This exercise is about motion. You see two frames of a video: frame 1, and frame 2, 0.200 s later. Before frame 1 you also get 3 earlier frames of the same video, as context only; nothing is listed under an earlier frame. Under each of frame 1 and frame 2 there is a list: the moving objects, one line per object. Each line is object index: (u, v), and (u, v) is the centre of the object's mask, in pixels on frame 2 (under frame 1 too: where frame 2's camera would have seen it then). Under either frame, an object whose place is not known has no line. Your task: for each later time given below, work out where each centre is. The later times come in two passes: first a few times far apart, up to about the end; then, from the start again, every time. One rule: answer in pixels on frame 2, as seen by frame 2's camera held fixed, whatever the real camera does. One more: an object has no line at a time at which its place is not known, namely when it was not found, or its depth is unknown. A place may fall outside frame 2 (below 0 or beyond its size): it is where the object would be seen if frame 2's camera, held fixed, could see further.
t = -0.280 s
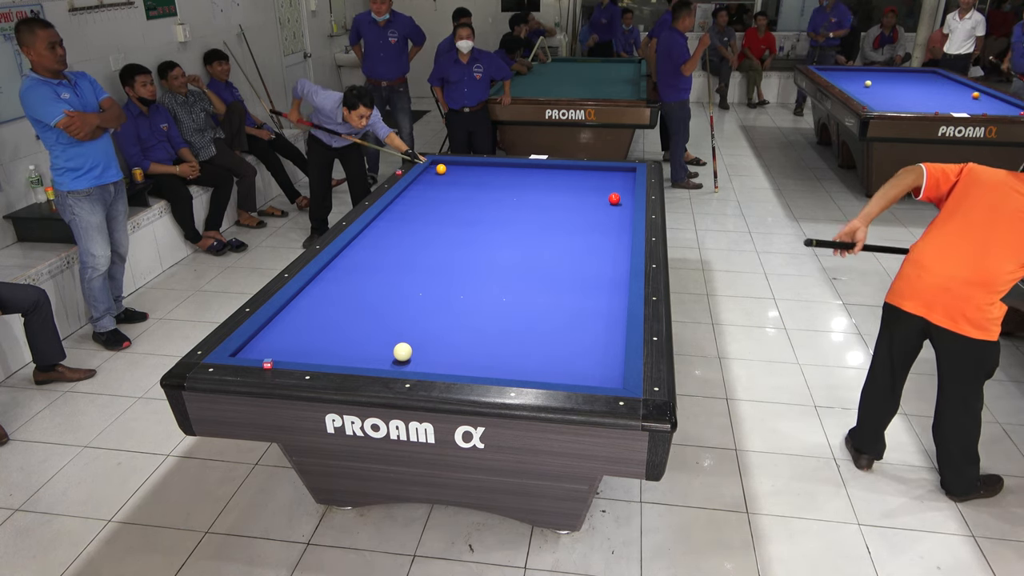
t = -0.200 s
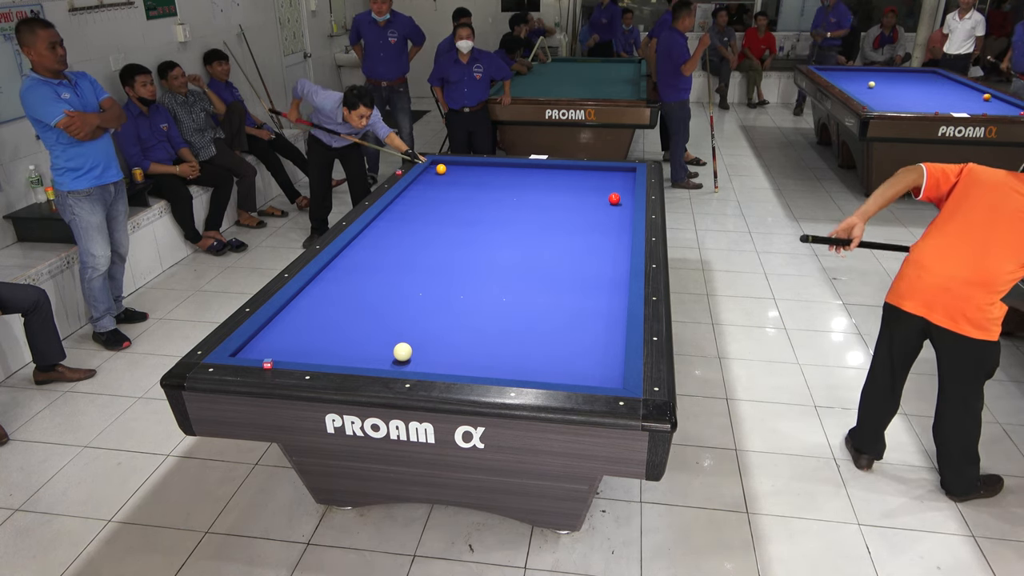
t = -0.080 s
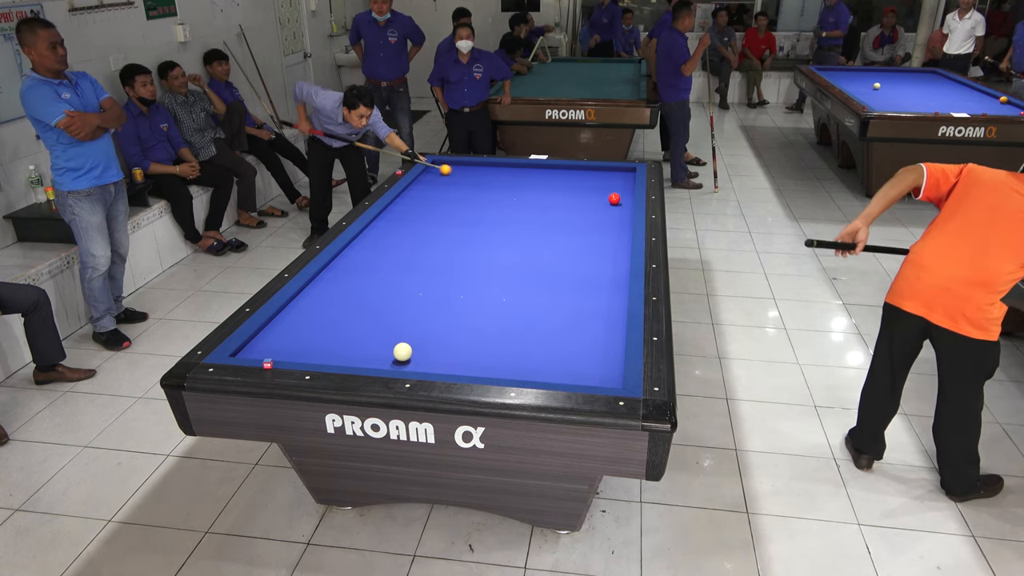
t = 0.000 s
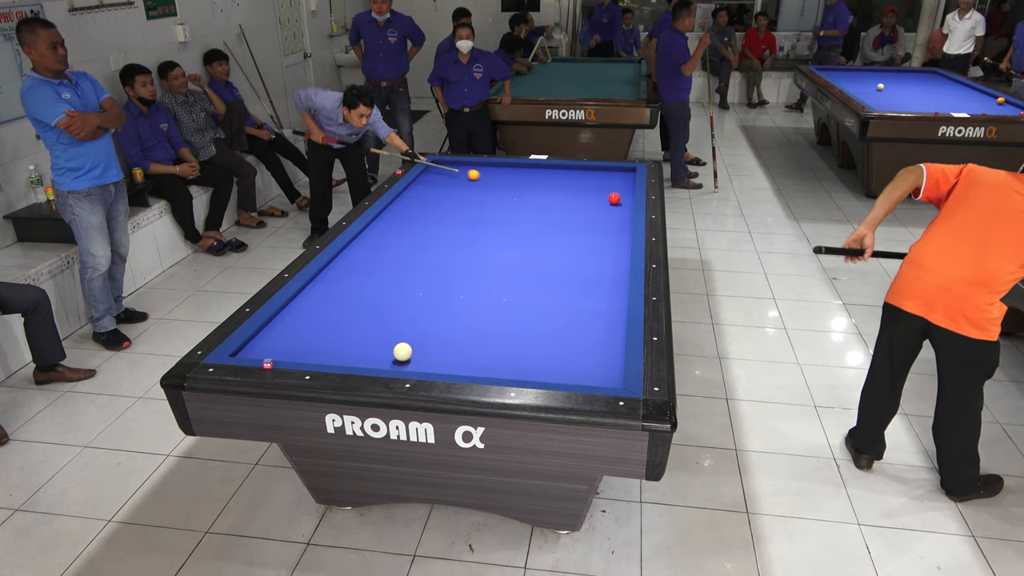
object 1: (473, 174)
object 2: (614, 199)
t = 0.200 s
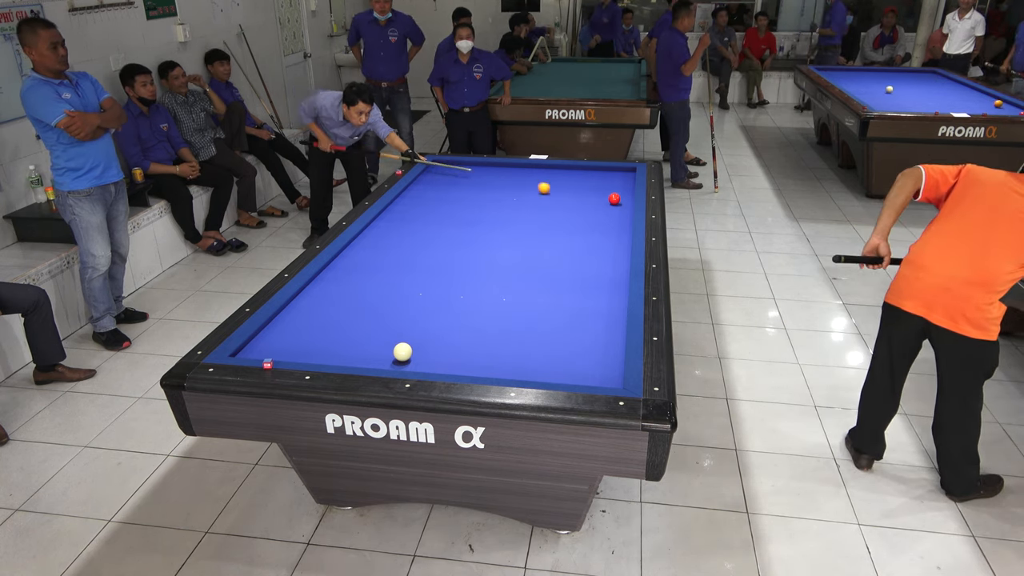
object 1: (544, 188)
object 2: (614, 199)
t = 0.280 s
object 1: (573, 194)
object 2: (614, 199)
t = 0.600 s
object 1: (620, 222)
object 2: (597, 195)
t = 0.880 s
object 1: (586, 246)
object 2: (557, 190)
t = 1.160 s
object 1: (555, 274)
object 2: (521, 186)
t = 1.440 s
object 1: (517, 308)
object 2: (486, 182)
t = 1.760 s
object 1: (463, 357)
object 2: (448, 178)
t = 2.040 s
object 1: (426, 345)
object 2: (427, 174)
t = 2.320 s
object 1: (398, 319)
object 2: (447, 175)
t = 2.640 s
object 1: (370, 294)
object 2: (466, 175)
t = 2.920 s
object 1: (350, 276)
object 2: (483, 175)
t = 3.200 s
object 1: (340, 260)
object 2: (499, 176)
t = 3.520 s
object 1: (374, 247)
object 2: (516, 176)
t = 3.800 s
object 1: (401, 237)
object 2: (530, 176)
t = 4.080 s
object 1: (425, 228)
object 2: (544, 176)
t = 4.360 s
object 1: (446, 219)
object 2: (557, 177)
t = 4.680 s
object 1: (469, 211)
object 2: (571, 177)
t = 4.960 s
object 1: (486, 204)
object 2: (583, 177)
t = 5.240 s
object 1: (503, 198)
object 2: (594, 177)
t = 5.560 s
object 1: (521, 191)
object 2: (606, 177)
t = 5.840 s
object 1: (535, 186)
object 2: (615, 177)
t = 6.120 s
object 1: (548, 181)
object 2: (623, 177)
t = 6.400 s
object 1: (560, 177)
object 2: (630, 177)
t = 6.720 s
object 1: (572, 172)
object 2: (626, 177)
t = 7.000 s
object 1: (582, 168)
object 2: (622, 177)
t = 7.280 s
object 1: (591, 169)
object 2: (619, 176)
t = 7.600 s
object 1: (601, 172)
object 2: (617, 176)
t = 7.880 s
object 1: (607, 174)
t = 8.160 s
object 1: (608, 174)
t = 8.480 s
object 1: (609, 174)
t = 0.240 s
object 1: (558, 191)
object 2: (614, 199)
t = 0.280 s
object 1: (573, 194)
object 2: (614, 199)
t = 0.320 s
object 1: (587, 197)
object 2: (614, 199)
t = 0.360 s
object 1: (602, 200)
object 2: (615, 199)
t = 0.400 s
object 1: (607, 203)
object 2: (626, 198)
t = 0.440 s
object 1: (611, 207)
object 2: (626, 198)
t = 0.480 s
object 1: (617, 211)
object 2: (617, 197)
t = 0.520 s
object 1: (622, 215)
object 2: (610, 196)
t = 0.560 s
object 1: (626, 219)
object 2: (603, 196)
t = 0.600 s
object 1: (620, 222)
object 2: (597, 195)
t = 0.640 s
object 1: (614, 225)
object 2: (591, 194)
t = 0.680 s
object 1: (608, 228)
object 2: (585, 193)
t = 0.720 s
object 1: (604, 231)
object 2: (580, 193)
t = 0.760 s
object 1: (599, 235)
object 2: (574, 192)
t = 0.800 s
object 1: (595, 238)
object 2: (568, 191)
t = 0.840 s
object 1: (591, 242)
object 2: (563, 191)
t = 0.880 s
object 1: (586, 246)
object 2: (557, 190)
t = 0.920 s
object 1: (582, 250)
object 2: (552, 189)
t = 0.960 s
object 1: (578, 253)
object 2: (547, 189)
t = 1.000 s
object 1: (574, 257)
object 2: (541, 188)
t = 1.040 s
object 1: (569, 261)
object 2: (536, 187)
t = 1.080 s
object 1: (564, 266)
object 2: (531, 187)
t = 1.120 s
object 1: (560, 270)
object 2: (525, 186)
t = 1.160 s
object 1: (555, 274)
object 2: (521, 186)
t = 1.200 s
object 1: (550, 279)
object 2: (515, 185)
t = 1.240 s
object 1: (545, 284)
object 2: (510, 185)
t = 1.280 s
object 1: (539, 288)
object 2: (505, 184)
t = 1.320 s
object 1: (534, 293)
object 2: (500, 184)
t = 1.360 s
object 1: (529, 298)
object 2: (495, 183)
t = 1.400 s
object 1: (523, 303)
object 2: (490, 182)
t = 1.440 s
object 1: (517, 308)
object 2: (486, 182)
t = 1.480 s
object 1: (511, 314)
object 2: (481, 181)
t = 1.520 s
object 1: (504, 320)
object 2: (476, 181)
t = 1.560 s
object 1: (498, 325)
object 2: (471, 180)
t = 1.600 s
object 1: (492, 331)
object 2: (466, 180)
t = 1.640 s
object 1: (485, 337)
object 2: (462, 179)
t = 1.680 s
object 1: (477, 344)
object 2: (457, 179)
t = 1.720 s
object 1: (470, 350)
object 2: (453, 178)
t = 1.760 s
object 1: (463, 357)
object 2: (448, 178)
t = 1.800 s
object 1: (455, 363)
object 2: (444, 177)
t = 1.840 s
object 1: (448, 368)
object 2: (439, 177)
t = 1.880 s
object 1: (442, 366)
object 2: (435, 176)
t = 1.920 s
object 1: (438, 361)
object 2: (430, 175)
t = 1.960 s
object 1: (434, 355)
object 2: (426, 175)
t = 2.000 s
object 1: (430, 350)
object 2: (423, 174)
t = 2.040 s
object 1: (426, 345)
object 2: (427, 174)
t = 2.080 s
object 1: (422, 340)
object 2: (430, 174)
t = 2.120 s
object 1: (418, 336)
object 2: (434, 175)
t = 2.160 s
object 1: (414, 332)
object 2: (437, 175)
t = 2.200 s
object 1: (410, 329)
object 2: (439, 175)
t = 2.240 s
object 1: (406, 325)
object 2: (442, 175)
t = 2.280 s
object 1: (402, 322)
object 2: (444, 175)
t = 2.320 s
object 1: (398, 319)
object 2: (447, 175)
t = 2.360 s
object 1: (394, 315)
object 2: (449, 175)
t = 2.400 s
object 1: (391, 312)
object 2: (452, 175)
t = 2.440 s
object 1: (387, 309)
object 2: (454, 175)
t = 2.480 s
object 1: (384, 306)
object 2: (456, 175)
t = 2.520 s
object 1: (380, 303)
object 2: (459, 175)
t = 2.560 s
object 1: (377, 300)
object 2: (462, 175)
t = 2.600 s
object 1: (374, 297)
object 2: (464, 175)
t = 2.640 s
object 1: (370, 294)
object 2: (466, 175)
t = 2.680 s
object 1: (367, 292)
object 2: (469, 175)
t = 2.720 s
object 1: (364, 289)
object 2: (471, 175)
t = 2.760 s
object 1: (361, 286)
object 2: (473, 175)
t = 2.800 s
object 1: (358, 283)
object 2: (476, 175)
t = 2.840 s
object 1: (355, 281)
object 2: (478, 175)
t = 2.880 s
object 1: (352, 278)
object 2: (480, 175)
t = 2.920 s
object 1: (350, 276)
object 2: (483, 175)
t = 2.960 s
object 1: (347, 273)
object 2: (485, 175)
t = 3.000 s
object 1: (344, 271)
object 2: (487, 175)
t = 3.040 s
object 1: (341, 269)
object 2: (490, 176)
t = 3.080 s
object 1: (339, 266)
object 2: (492, 176)
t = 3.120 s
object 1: (336, 264)
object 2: (494, 176)
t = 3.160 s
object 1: (335, 262)
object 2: (496, 176)
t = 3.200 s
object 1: (340, 260)
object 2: (499, 176)
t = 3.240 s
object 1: (345, 258)
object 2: (501, 176)
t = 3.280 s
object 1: (350, 257)
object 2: (503, 176)
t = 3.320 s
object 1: (354, 255)
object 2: (505, 176)
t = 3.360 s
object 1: (358, 254)
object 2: (507, 176)
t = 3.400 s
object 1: (362, 252)
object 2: (510, 176)
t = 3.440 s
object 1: (367, 251)
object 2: (512, 176)
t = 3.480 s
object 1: (371, 249)
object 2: (514, 176)
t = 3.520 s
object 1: (374, 247)
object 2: (516, 176)
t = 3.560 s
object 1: (378, 246)
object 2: (518, 176)
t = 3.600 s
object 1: (382, 244)
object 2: (520, 176)
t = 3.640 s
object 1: (386, 243)
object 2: (522, 176)
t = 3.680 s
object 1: (390, 241)
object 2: (525, 176)
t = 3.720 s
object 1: (394, 240)
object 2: (526, 176)
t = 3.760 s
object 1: (397, 239)
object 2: (529, 176)
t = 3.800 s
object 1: (401, 237)
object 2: (530, 176)
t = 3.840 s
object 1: (404, 236)
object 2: (532, 176)
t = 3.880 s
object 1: (408, 234)
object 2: (535, 176)
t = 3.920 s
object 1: (411, 233)
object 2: (536, 176)
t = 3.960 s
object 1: (415, 232)
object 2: (538, 176)
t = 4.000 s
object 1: (418, 231)
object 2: (541, 176)
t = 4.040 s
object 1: (421, 229)
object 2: (542, 176)
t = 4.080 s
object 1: (425, 228)
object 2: (544, 176)
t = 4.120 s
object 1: (428, 227)
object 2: (546, 176)
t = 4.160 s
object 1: (431, 225)
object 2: (548, 176)
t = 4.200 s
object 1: (434, 224)
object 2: (550, 176)
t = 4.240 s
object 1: (437, 223)
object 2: (552, 176)
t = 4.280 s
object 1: (440, 222)
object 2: (554, 176)
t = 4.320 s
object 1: (443, 221)
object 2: (556, 177)
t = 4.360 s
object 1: (446, 219)
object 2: (557, 177)
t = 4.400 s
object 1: (449, 219)
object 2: (559, 176)
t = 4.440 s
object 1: (452, 217)
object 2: (561, 177)
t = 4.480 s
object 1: (455, 216)
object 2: (563, 176)
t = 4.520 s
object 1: (458, 215)
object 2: (564, 177)
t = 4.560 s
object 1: (460, 214)
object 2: (566, 177)
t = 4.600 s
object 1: (463, 213)
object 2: (568, 177)
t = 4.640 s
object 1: (466, 212)
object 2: (570, 177)
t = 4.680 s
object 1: (469, 211)
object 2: (571, 177)
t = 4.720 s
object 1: (471, 210)
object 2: (573, 177)
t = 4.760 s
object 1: (474, 209)
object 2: (575, 177)
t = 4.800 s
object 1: (476, 208)
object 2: (576, 177)
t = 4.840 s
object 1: (479, 207)
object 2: (578, 177)
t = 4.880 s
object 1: (482, 206)
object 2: (579, 177)
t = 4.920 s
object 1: (484, 205)
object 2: (581, 177)
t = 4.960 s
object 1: (486, 204)
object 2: (583, 177)
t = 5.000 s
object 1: (489, 203)
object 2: (584, 177)
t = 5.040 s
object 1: (491, 202)
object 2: (586, 177)
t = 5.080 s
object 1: (494, 201)
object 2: (588, 177)
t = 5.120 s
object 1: (496, 200)
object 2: (589, 177)
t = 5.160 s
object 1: (499, 200)
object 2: (591, 177)
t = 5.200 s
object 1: (501, 199)
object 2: (592, 177)
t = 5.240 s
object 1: (503, 198)
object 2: (594, 177)
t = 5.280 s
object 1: (505, 197)
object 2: (595, 177)
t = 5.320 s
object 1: (508, 196)
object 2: (597, 177)
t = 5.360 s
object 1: (510, 195)
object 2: (598, 177)
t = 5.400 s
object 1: (512, 195)
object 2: (600, 177)
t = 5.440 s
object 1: (514, 194)
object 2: (601, 177)
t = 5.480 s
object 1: (516, 193)
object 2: (602, 177)
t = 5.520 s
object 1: (519, 192)
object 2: (604, 177)
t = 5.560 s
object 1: (521, 191)
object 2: (606, 177)
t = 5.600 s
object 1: (523, 191)
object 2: (607, 177)
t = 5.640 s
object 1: (525, 190)
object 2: (608, 177)
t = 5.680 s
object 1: (527, 189)
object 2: (609, 177)
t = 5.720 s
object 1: (529, 188)
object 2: (611, 177)
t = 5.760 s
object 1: (531, 187)
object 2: (612, 177)
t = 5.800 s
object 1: (533, 187)
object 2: (614, 177)
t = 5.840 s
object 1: (535, 186)
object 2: (615, 177)
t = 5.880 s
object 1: (536, 185)
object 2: (616, 177)
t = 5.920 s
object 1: (538, 185)
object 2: (617, 177)
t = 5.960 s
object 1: (540, 184)
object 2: (619, 177)
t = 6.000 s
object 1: (542, 183)
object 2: (620, 177)
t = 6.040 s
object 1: (544, 182)
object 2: (621, 177)
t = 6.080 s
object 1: (546, 182)
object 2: (622, 177)
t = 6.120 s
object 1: (548, 181)
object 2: (623, 177)
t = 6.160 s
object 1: (549, 180)
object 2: (625, 177)
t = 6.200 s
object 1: (551, 180)
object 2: (626, 177)
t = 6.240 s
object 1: (553, 179)
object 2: (627, 177)
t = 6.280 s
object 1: (555, 179)
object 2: (628, 177)
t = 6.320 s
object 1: (556, 178)
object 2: (630, 177)
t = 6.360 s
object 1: (558, 177)
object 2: (631, 177)
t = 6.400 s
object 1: (560, 177)
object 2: (630, 177)
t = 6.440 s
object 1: (561, 176)
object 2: (629, 177)
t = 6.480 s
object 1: (563, 175)
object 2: (629, 177)
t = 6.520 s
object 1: (565, 175)
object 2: (628, 177)
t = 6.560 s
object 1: (566, 174)
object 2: (627, 177)
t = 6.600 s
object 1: (568, 173)
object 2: (627, 177)
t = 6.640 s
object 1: (569, 173)
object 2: (626, 177)
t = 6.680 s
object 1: (571, 172)
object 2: (626, 177)
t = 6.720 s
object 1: (572, 172)
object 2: (626, 177)
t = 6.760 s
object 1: (574, 171)
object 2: (625, 177)
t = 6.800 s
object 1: (575, 171)
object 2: (624, 177)
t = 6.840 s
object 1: (577, 170)
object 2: (624, 177)
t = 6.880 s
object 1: (578, 170)
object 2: (623, 177)
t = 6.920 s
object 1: (580, 169)
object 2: (622, 177)
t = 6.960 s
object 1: (581, 169)
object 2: (622, 177)
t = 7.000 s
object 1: (582, 168)
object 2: (622, 177)
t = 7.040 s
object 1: (584, 168)
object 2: (621, 177)
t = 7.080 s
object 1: (585, 167)
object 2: (621, 177)
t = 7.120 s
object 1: (587, 168)
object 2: (620, 177)
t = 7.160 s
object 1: (588, 168)
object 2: (620, 177)
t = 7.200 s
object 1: (589, 168)
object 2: (620, 177)
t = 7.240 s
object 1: (590, 169)
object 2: (619, 177)
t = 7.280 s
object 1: (591, 169)
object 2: (619, 176)
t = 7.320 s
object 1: (593, 169)
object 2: (619, 176)
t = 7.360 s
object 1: (594, 170)
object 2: (618, 176)
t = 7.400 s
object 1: (595, 170)
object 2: (618, 176)
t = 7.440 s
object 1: (596, 170)
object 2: (618, 176)
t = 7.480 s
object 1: (597, 171)
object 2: (617, 176)
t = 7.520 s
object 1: (598, 171)
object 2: (617, 176)
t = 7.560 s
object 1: (600, 172)
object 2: (617, 176)
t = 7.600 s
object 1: (601, 172)
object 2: (617, 176)
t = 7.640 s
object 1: (602, 172)
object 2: (617, 176)
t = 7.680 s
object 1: (603, 172)
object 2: (616, 176)
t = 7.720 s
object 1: (604, 173)
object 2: (616, 176)
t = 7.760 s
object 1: (605, 173)
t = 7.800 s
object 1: (606, 173)
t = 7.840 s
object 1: (607, 174)
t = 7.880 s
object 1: (607, 174)
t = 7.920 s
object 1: (607, 174)
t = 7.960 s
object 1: (608, 174)
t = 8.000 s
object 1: (608, 174)
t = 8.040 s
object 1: (608, 174)
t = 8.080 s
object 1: (608, 174)
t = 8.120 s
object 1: (608, 174)
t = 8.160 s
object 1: (608, 174)
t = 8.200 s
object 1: (609, 174)
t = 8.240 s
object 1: (609, 174)
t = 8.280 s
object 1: (609, 174)
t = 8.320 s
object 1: (609, 174)
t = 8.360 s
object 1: (609, 174)
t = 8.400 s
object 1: (609, 174)
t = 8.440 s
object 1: (609, 174)
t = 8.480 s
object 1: (609, 174)
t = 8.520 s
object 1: (609, 174)
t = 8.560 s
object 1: (609, 174)
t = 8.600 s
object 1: (609, 174)
